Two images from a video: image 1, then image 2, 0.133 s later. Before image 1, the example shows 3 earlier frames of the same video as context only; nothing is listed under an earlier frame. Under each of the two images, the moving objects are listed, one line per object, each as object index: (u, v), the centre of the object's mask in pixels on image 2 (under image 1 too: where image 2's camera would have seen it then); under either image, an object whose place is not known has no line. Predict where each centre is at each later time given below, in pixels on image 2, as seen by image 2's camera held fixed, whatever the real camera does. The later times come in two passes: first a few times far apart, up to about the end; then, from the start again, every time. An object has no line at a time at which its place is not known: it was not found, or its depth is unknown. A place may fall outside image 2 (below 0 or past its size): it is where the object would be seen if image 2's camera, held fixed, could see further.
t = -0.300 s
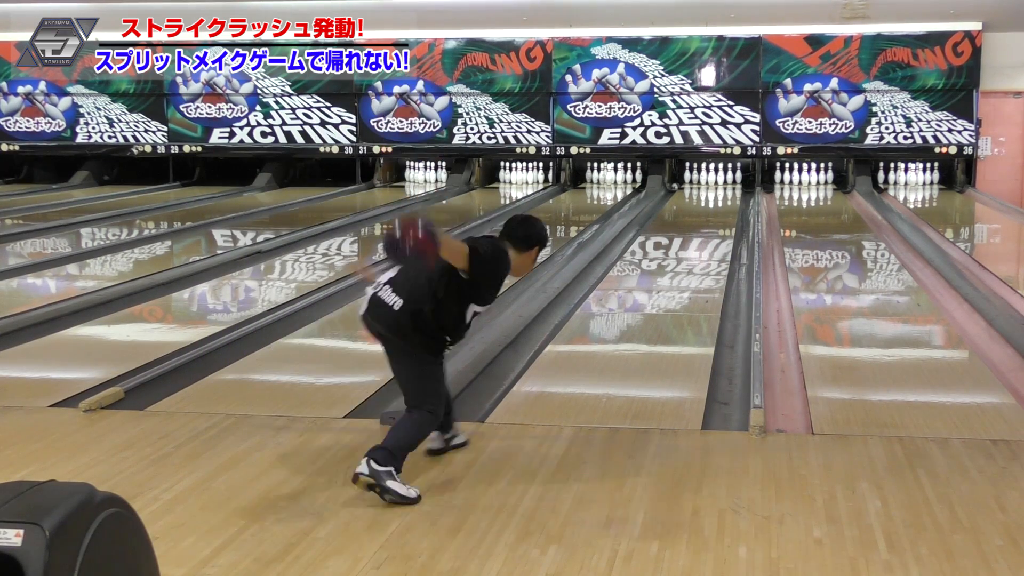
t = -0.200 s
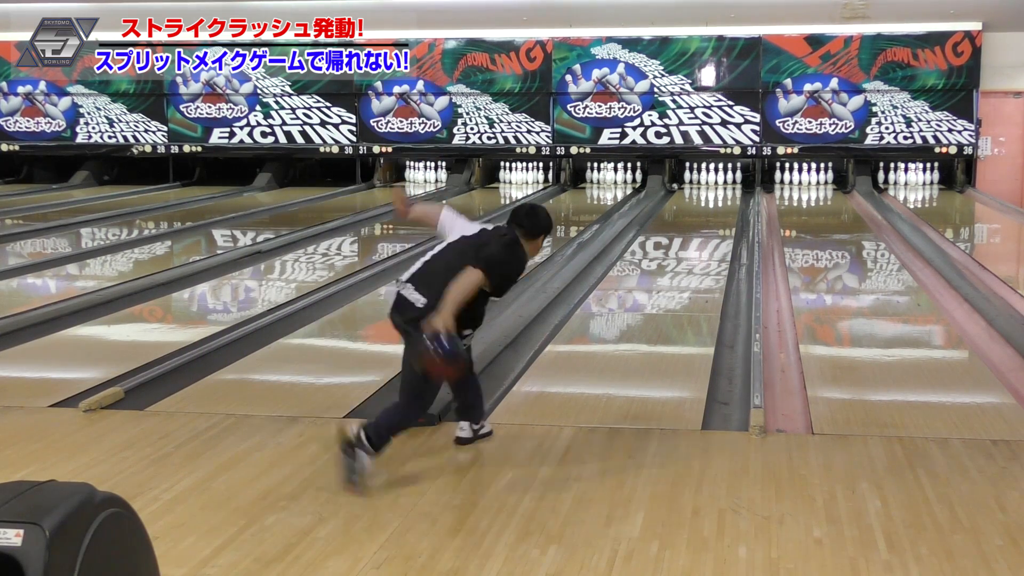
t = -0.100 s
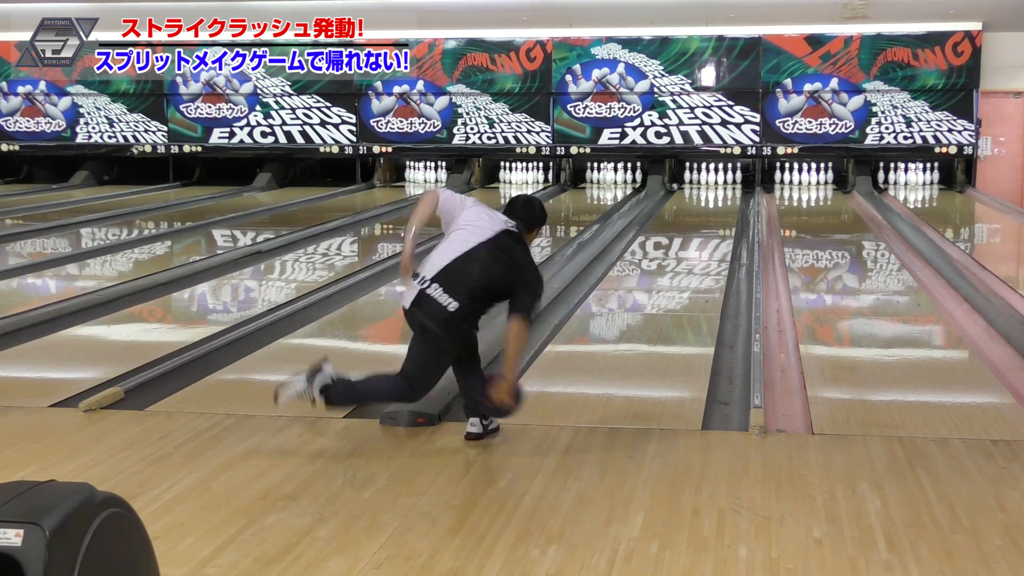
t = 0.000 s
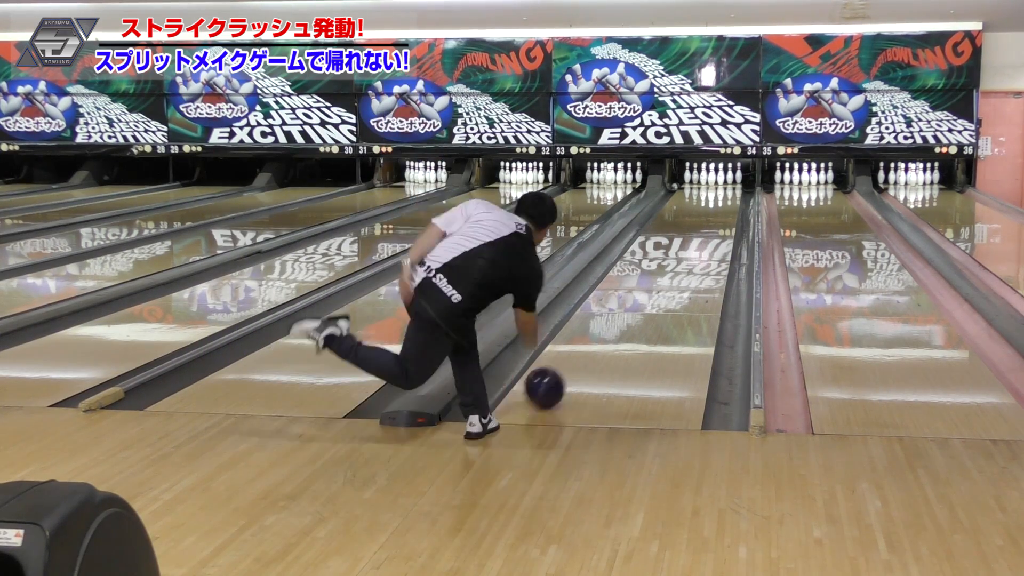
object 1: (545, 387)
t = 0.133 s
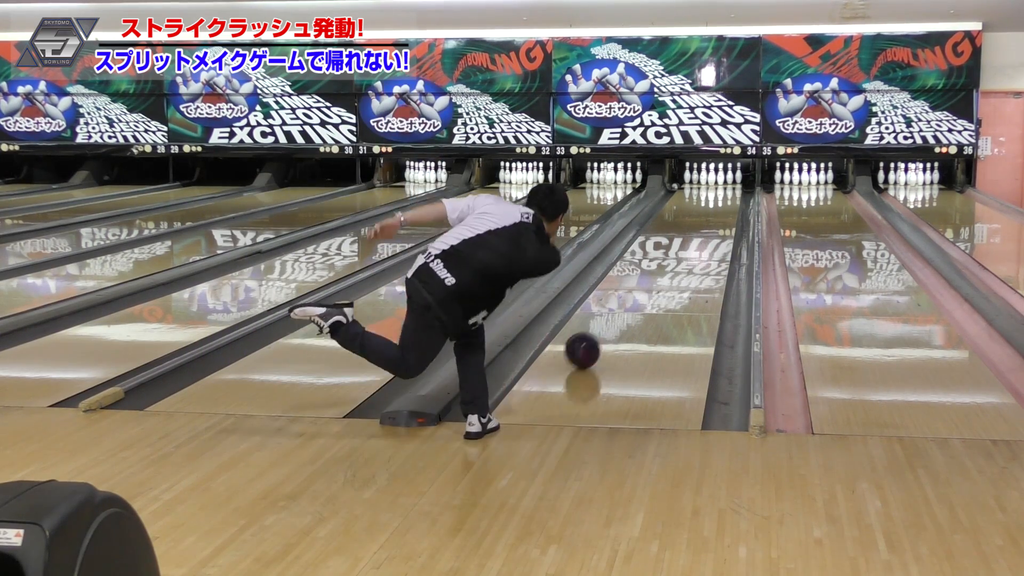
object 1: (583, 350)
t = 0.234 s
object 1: (605, 328)
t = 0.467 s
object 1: (645, 289)
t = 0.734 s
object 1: (676, 258)
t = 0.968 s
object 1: (695, 238)
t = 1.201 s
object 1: (709, 222)
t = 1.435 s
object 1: (719, 209)
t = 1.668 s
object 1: (725, 199)
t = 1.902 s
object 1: (727, 191)
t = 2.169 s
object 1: (721, 183)
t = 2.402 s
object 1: (720, 178)
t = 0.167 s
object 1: (590, 342)
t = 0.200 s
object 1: (598, 335)
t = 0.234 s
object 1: (605, 328)
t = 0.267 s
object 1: (612, 322)
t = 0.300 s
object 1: (618, 316)
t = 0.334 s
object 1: (624, 309)
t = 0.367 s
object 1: (630, 304)
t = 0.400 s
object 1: (635, 299)
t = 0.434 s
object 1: (640, 294)
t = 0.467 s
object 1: (645, 289)
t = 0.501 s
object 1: (649, 284)
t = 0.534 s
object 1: (653, 280)
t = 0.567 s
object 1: (658, 276)
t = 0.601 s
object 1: (662, 272)
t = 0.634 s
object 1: (666, 268)
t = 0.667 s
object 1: (669, 264)
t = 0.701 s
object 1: (673, 261)
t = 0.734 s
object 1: (676, 258)
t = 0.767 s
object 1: (679, 254)
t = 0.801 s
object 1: (682, 251)
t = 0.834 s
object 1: (685, 248)
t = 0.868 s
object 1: (687, 246)
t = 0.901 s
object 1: (690, 243)
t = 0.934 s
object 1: (692, 240)
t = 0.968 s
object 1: (695, 238)
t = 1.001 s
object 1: (697, 235)
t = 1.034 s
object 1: (699, 233)
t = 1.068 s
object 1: (701, 230)
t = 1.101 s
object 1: (704, 228)
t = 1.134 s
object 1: (705, 226)
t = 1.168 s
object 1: (707, 224)
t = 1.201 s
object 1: (709, 222)
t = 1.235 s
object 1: (711, 220)
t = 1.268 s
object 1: (712, 218)
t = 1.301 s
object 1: (714, 216)
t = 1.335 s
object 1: (715, 214)
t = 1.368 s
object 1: (717, 212)
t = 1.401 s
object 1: (718, 211)
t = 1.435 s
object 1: (719, 209)
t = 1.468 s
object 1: (720, 208)
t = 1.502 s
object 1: (721, 206)
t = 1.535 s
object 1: (722, 205)
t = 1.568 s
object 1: (724, 203)
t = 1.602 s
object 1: (724, 202)
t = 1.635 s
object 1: (725, 200)
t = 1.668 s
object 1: (725, 199)
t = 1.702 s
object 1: (726, 198)
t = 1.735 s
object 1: (726, 196)
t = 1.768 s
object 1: (726, 195)
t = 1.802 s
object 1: (727, 194)
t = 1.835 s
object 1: (727, 193)
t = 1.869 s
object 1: (727, 192)
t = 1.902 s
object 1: (727, 191)
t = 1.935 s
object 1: (726, 190)
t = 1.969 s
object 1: (726, 189)
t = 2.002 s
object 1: (725, 188)
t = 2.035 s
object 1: (724, 187)
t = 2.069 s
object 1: (724, 186)
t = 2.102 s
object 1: (723, 185)
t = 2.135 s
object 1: (722, 184)
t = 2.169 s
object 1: (721, 183)
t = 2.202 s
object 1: (720, 182)
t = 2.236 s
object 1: (719, 182)
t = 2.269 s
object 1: (718, 181)
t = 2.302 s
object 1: (718, 180)
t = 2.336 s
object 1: (720, 179)
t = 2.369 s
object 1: (719, 179)
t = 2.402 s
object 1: (720, 178)
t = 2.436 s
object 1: (721, 178)
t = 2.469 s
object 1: (722, 178)
